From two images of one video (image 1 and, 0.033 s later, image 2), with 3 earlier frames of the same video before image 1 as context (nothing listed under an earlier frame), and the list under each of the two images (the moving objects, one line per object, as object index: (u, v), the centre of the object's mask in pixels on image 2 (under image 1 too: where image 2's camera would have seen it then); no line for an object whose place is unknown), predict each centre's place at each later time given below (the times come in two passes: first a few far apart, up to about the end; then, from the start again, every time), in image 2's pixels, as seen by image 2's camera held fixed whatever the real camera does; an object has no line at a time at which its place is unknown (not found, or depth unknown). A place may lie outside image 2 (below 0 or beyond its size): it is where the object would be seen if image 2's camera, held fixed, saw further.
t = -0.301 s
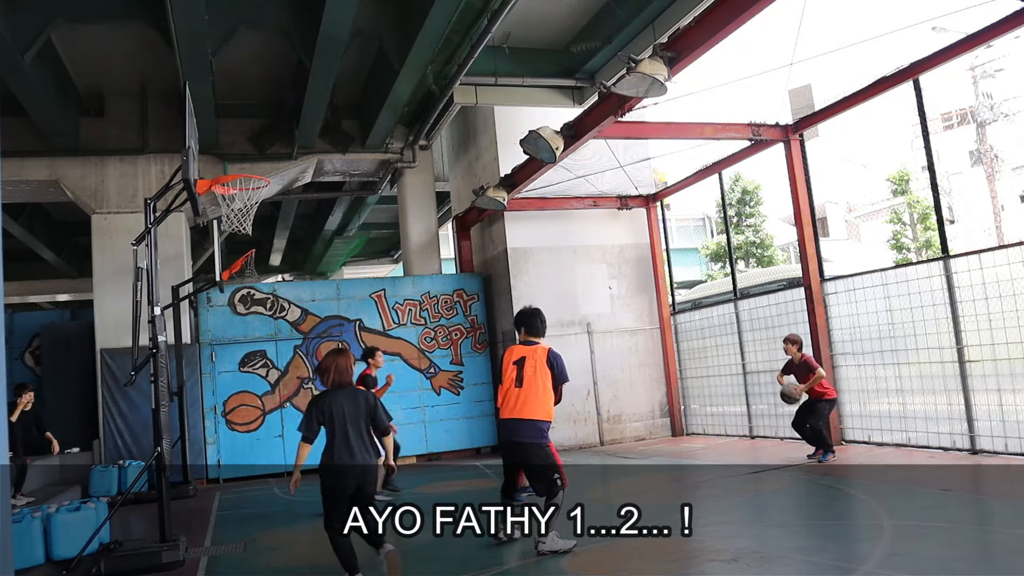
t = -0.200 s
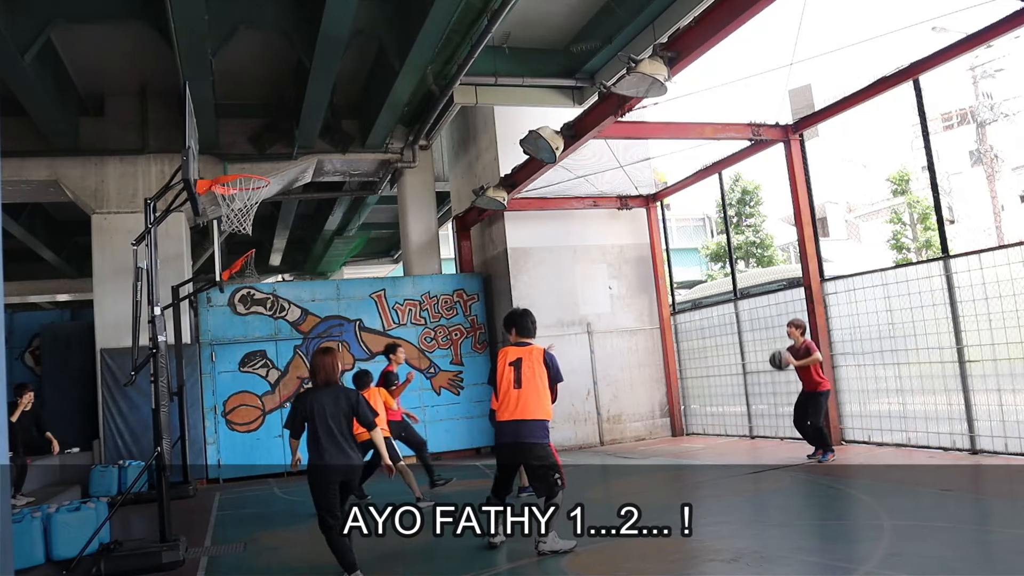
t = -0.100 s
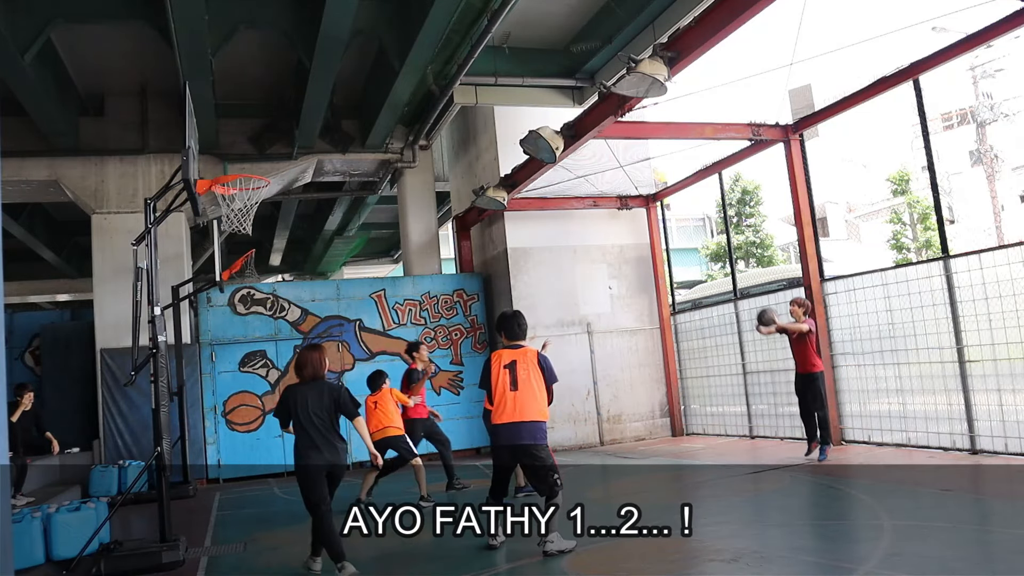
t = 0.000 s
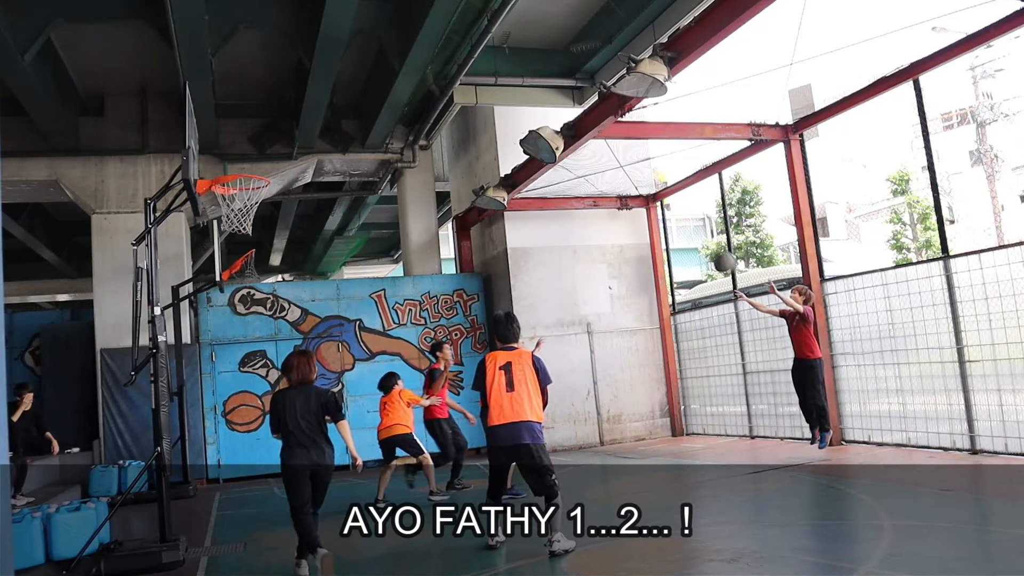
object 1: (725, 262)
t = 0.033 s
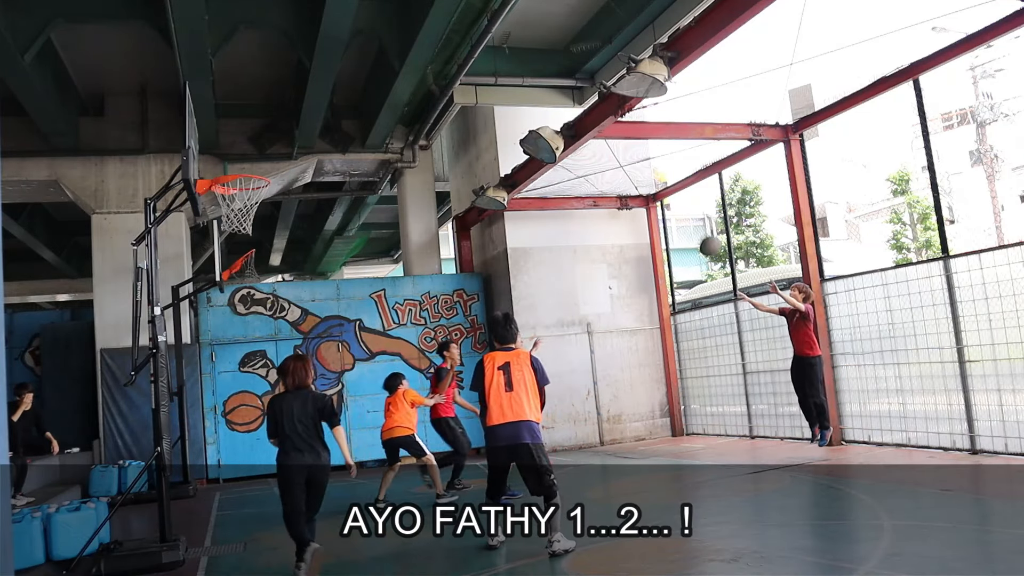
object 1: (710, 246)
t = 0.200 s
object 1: (633, 173)
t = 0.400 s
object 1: (541, 116)
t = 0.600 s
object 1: (447, 95)
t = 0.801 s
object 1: (352, 113)
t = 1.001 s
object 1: (246, 175)
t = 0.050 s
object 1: (702, 237)
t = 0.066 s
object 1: (694, 229)
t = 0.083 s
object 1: (686, 221)
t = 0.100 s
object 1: (679, 214)
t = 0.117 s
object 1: (671, 207)
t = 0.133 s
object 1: (663, 198)
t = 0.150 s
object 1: (657, 192)
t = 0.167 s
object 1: (649, 187)
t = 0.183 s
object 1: (641, 179)
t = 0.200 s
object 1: (633, 173)
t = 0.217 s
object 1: (625, 167)
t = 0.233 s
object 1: (618, 161)
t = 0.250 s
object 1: (610, 155)
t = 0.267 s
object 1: (602, 150)
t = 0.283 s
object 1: (595, 145)
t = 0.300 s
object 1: (587, 139)
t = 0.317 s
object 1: (580, 135)
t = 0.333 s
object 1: (572, 131)
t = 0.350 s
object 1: (565, 128)
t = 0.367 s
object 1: (558, 124)
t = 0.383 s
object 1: (549, 119)
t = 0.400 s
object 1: (541, 116)
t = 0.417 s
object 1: (533, 113)
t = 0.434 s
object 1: (525, 110)
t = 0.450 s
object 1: (517, 107)
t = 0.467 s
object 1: (509, 105)
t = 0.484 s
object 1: (501, 103)
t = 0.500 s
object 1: (494, 101)
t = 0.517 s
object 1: (487, 99)
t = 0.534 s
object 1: (479, 98)
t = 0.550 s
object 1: (471, 97)
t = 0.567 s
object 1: (464, 96)
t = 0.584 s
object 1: (455, 95)
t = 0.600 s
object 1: (447, 95)
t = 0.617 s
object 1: (440, 95)
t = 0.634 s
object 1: (431, 95)
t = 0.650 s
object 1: (425, 96)
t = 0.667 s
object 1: (417, 96)
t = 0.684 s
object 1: (409, 97)
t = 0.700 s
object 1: (401, 98)
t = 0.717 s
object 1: (392, 100)
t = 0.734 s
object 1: (384, 102)
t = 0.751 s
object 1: (375, 105)
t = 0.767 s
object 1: (367, 107)
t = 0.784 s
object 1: (360, 109)
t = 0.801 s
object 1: (352, 113)
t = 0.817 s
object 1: (344, 116)
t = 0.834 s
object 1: (336, 120)
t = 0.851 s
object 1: (328, 124)
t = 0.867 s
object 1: (320, 128)
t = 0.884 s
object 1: (311, 133)
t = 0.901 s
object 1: (302, 138)
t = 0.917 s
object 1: (293, 143)
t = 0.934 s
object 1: (284, 149)
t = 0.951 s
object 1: (276, 154)
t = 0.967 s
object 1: (268, 161)
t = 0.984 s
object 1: (260, 166)
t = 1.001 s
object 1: (246, 175)
